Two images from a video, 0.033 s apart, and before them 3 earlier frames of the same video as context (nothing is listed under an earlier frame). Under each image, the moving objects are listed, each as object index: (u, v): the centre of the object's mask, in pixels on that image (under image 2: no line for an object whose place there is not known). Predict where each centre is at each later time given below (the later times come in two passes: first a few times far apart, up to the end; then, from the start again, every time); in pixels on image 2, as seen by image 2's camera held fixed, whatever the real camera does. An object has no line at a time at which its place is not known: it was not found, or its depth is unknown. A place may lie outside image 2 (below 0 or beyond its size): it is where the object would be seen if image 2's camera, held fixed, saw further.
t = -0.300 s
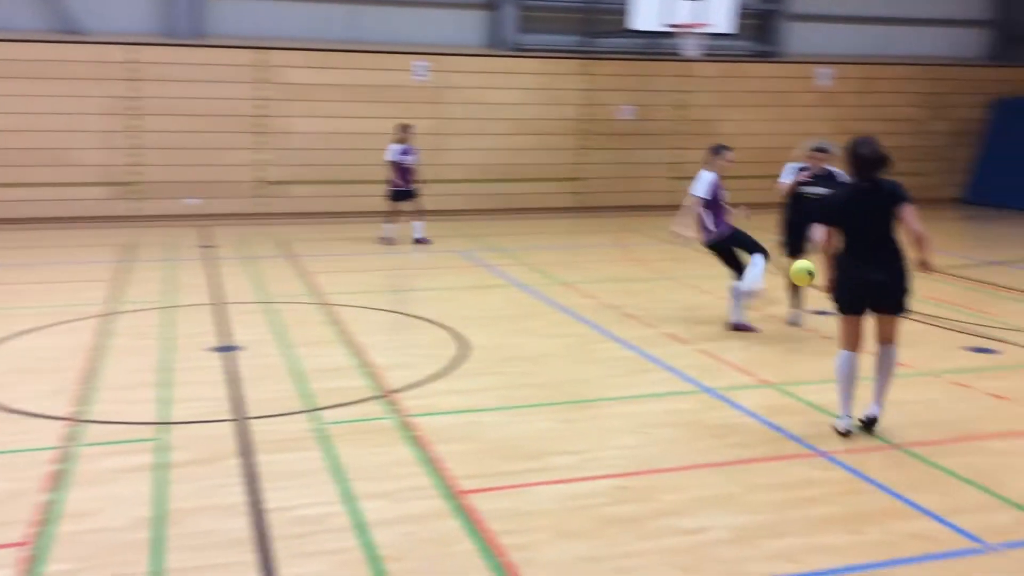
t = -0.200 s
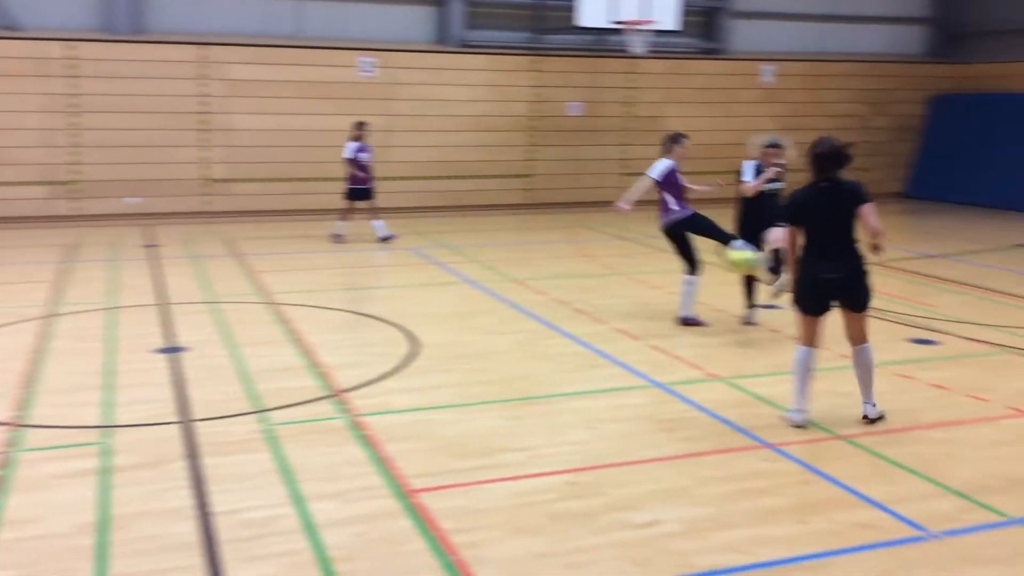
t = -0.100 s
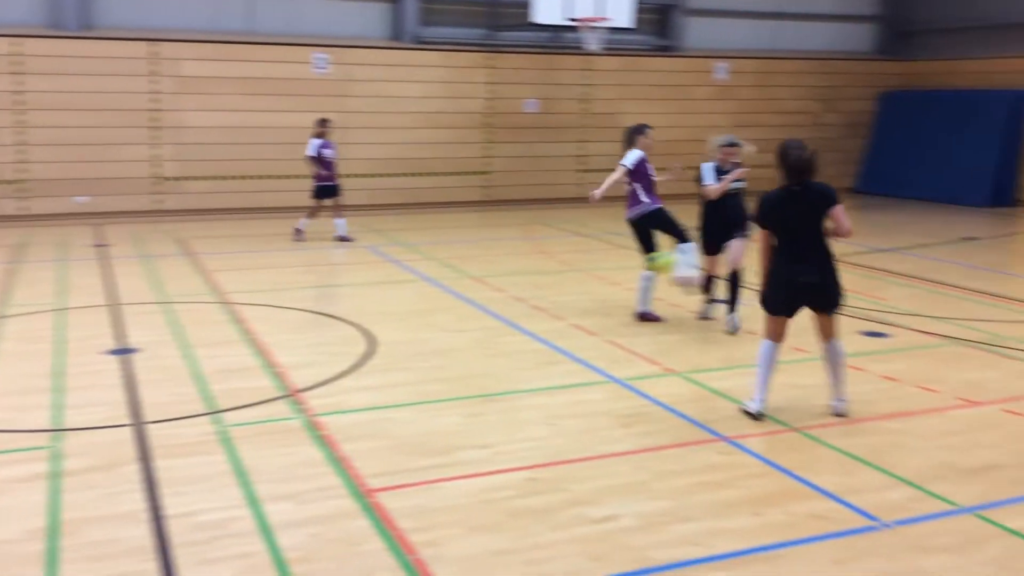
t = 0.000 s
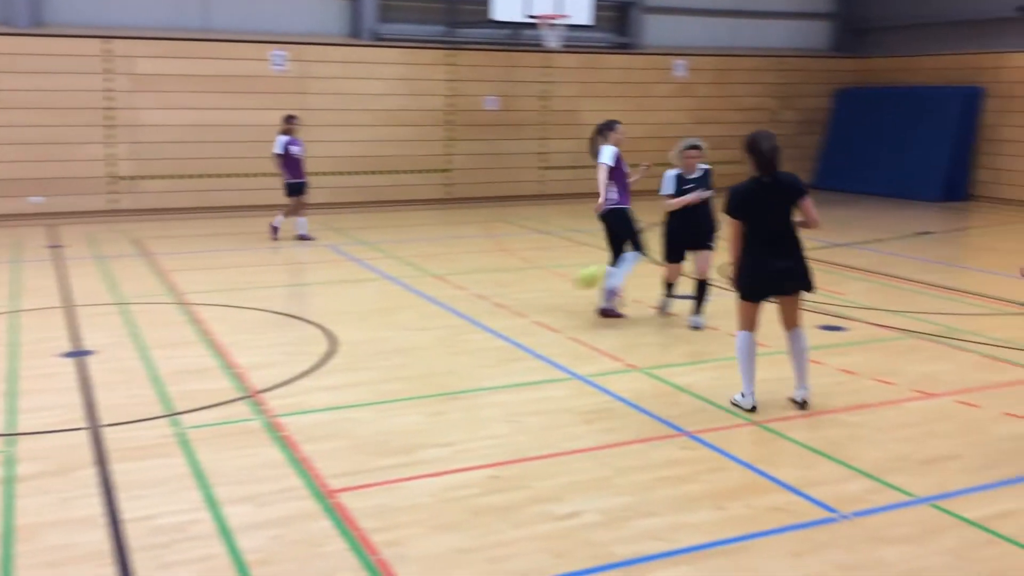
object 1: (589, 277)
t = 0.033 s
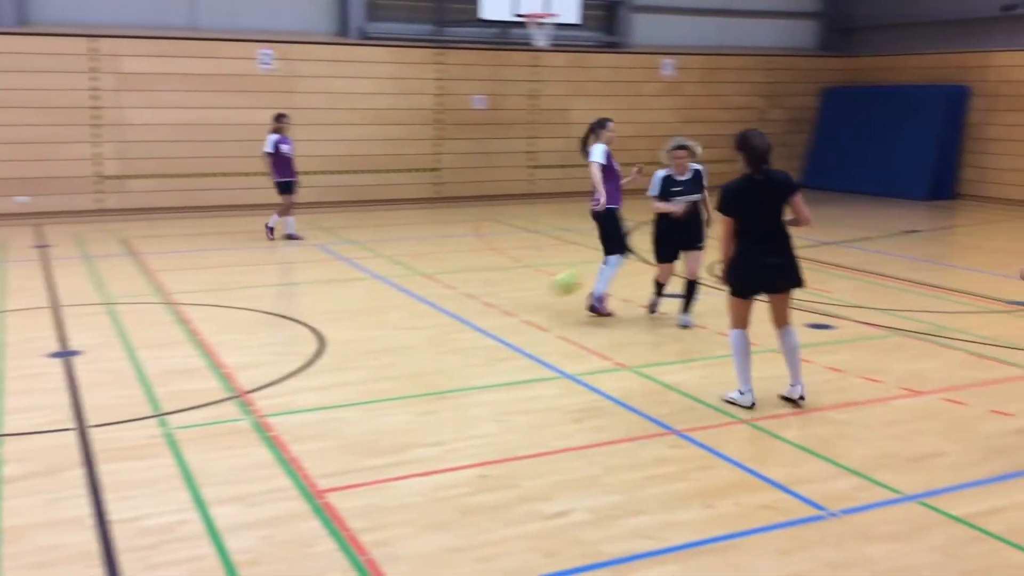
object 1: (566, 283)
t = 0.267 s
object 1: (508, 290)
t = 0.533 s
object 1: (452, 307)
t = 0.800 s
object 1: (397, 317)
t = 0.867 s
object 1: (383, 319)
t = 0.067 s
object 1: (555, 293)
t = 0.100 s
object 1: (543, 305)
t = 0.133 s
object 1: (534, 303)
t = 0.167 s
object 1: (528, 298)
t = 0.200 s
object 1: (522, 294)
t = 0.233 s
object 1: (515, 291)
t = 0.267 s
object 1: (508, 290)
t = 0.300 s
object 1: (501, 290)
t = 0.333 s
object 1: (494, 292)
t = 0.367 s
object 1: (487, 295)
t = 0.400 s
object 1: (479, 299)
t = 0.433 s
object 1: (472, 304)
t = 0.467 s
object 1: (465, 311)
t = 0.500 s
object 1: (459, 311)
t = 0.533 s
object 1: (452, 307)
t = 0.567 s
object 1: (444, 307)
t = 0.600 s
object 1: (438, 308)
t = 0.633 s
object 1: (431, 310)
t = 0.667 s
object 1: (424, 314)
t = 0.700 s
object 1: (418, 316)
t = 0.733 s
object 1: (410, 315)
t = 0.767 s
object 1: (403, 316)
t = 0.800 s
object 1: (397, 317)
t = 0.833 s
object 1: (389, 320)
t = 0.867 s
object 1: (383, 319)
